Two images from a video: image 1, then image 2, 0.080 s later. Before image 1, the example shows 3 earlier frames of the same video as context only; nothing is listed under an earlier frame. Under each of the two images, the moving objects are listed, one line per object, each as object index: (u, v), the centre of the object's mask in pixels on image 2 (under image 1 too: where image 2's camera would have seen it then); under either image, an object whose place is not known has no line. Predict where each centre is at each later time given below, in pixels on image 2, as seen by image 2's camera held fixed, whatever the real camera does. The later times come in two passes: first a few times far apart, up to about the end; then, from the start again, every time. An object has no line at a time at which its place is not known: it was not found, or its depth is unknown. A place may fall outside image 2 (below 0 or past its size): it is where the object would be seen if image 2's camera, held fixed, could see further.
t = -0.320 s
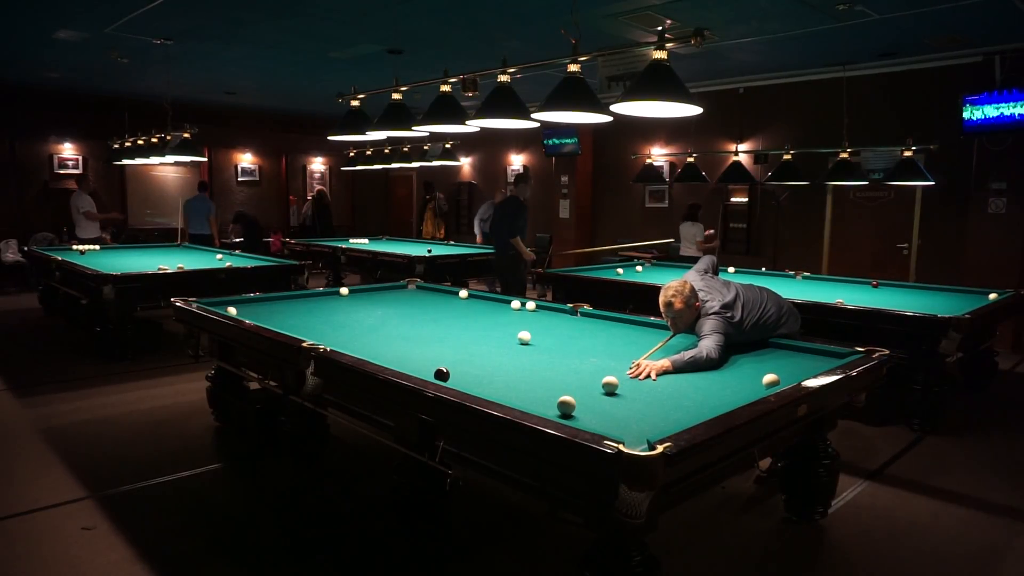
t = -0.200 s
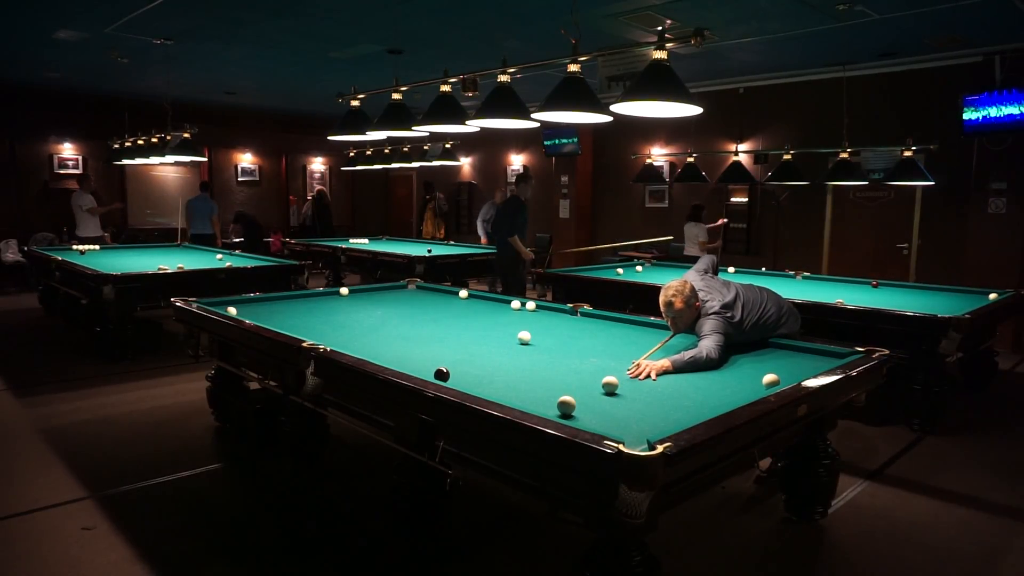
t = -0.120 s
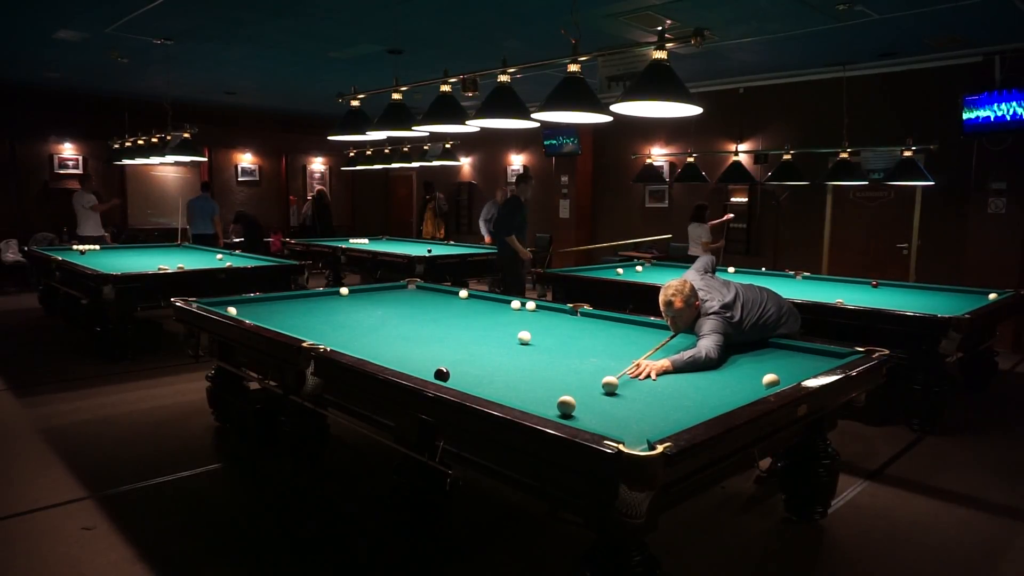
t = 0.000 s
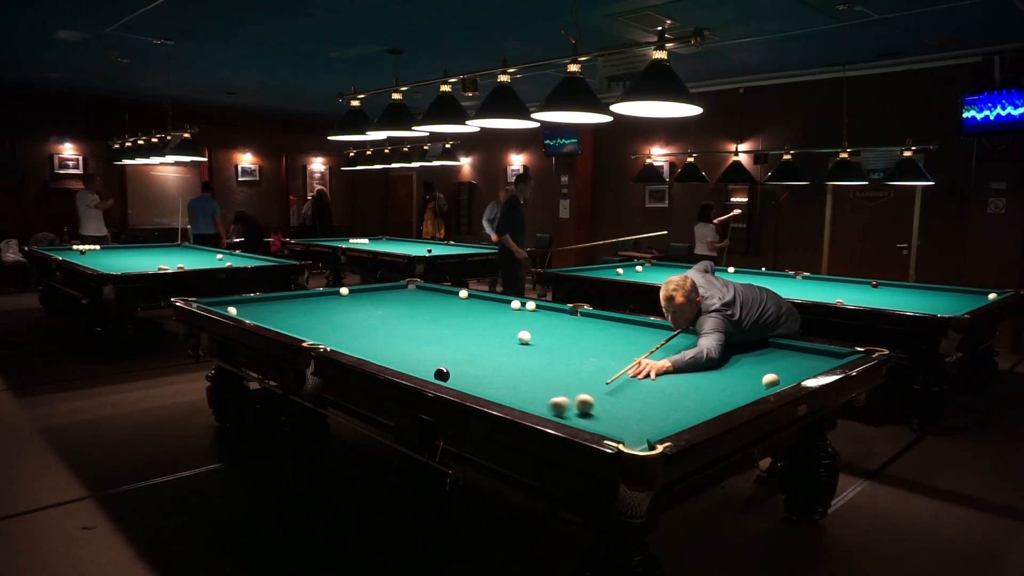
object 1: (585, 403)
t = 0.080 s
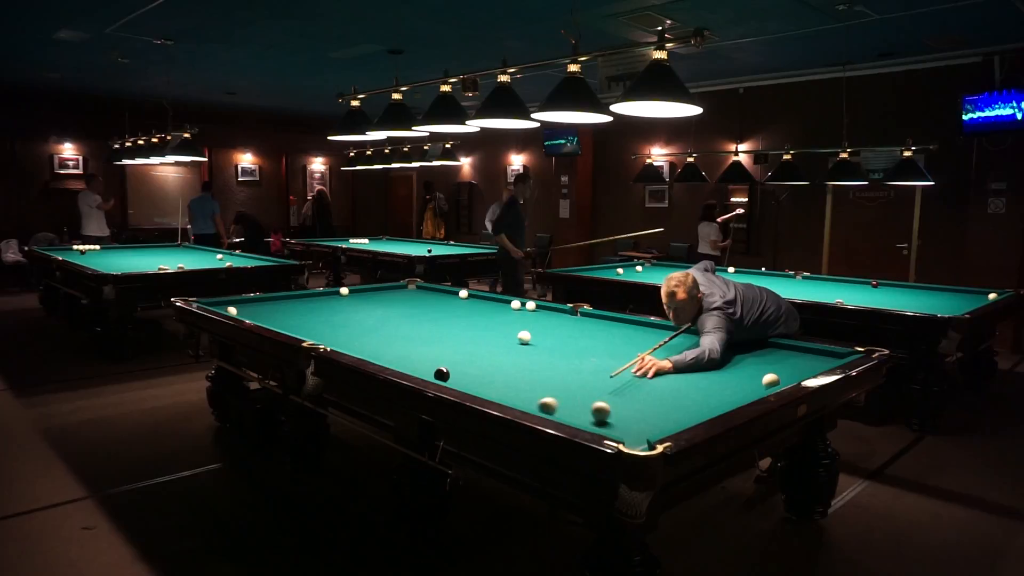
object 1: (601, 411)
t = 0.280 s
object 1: (634, 430)
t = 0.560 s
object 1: (611, 425)
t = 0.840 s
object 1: (596, 410)
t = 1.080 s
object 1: (585, 399)
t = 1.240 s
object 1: (579, 392)
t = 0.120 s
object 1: (608, 415)
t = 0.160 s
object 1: (614, 418)
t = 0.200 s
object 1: (621, 422)
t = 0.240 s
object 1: (628, 426)
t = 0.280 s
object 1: (634, 430)
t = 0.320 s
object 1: (641, 433)
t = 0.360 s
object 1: (637, 435)
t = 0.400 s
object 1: (627, 434)
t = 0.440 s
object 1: (619, 432)
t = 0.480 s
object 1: (617, 429)
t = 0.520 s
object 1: (614, 427)
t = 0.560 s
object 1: (611, 425)
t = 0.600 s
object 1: (609, 424)
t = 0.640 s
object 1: (606, 422)
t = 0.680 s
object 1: (604, 420)
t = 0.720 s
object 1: (602, 417)
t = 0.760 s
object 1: (600, 415)
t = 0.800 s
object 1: (598, 413)
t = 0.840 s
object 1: (596, 410)
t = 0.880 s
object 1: (594, 408)
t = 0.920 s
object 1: (592, 406)
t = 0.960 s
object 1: (590, 405)
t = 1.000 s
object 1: (589, 403)
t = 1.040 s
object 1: (587, 401)
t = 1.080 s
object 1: (585, 399)
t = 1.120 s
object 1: (584, 397)
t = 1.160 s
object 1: (582, 395)
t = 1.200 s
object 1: (580, 393)
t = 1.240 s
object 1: (579, 392)
